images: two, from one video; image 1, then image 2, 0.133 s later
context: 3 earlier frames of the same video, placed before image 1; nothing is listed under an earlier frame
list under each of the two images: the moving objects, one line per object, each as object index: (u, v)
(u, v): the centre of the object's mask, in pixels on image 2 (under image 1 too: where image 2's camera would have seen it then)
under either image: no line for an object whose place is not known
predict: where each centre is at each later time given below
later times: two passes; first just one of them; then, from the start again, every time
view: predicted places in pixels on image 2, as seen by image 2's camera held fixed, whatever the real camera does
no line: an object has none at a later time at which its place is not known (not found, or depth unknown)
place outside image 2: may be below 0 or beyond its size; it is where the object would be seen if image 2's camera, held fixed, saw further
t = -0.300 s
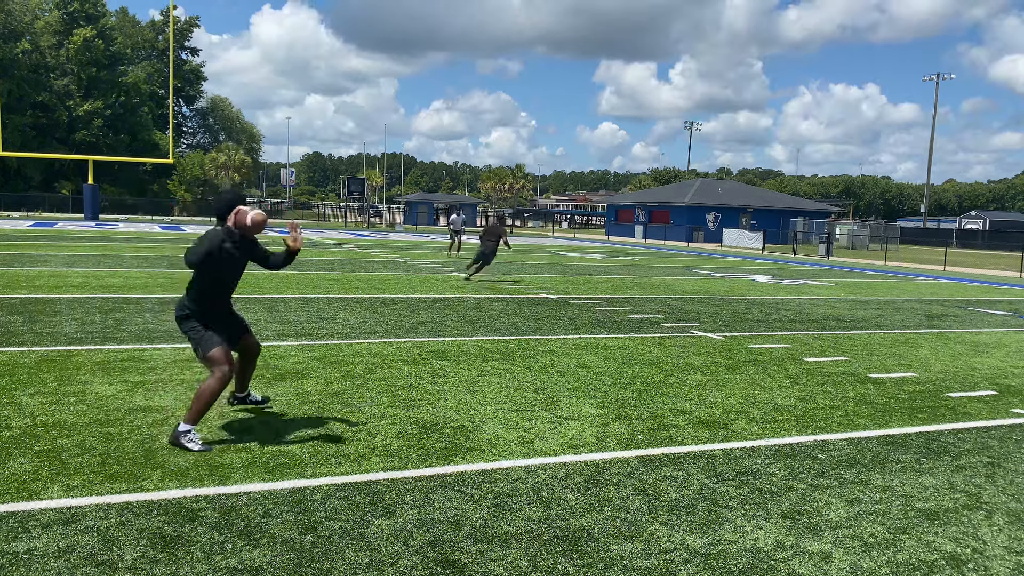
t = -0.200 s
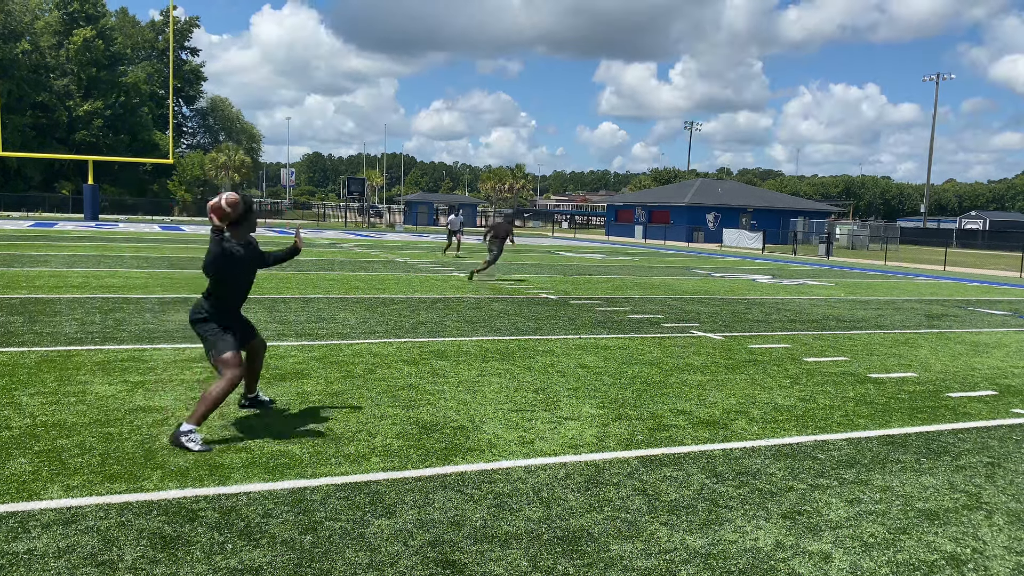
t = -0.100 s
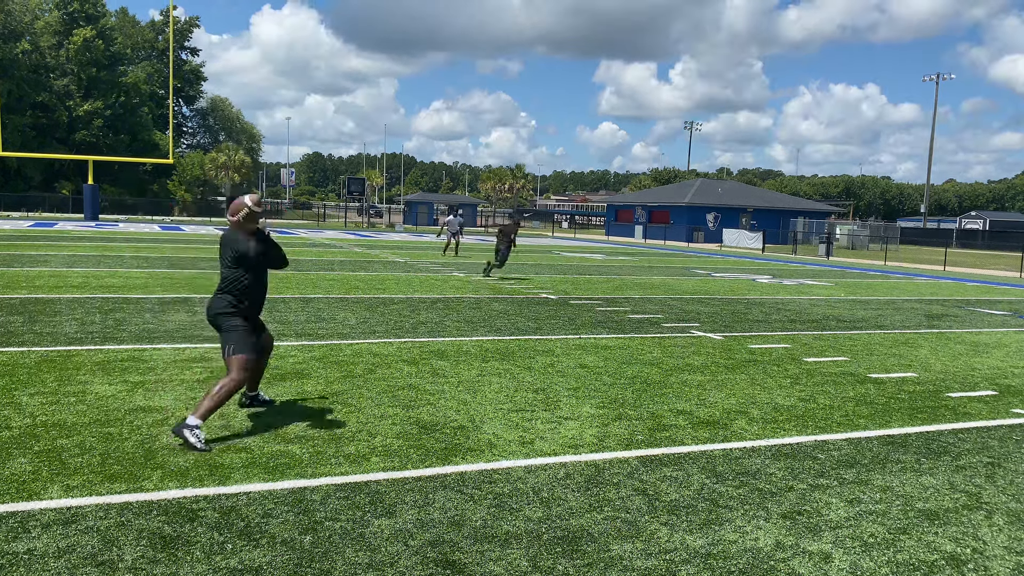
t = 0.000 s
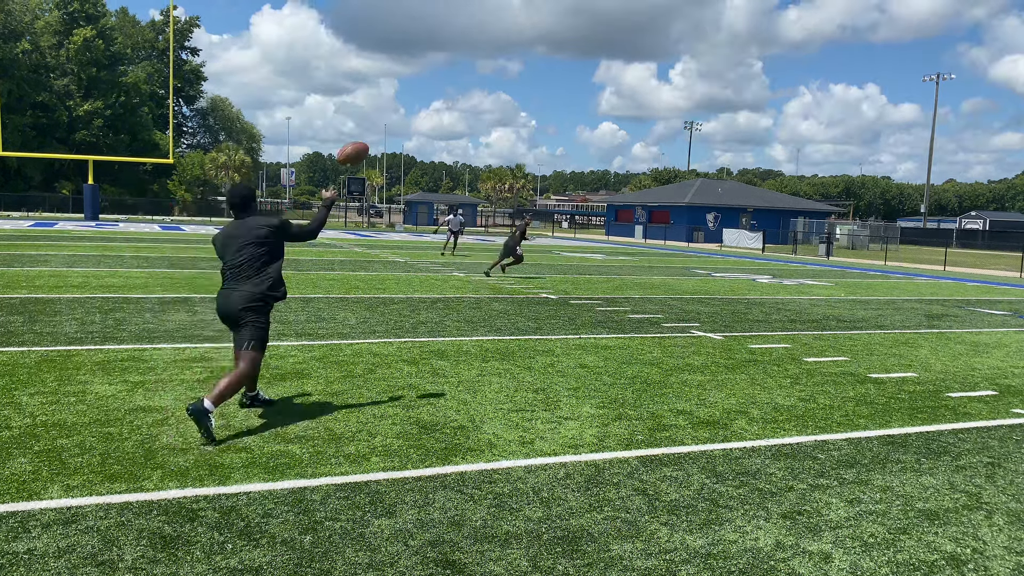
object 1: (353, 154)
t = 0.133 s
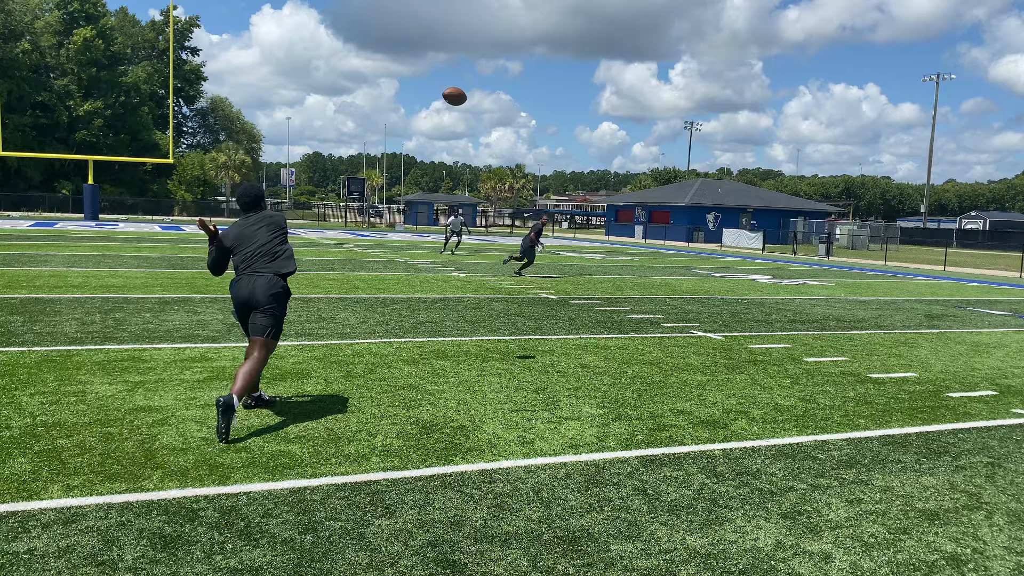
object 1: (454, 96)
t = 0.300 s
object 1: (535, 70)
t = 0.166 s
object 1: (474, 88)
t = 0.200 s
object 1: (491, 81)
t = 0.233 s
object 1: (507, 77)
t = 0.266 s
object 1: (521, 73)
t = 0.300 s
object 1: (535, 70)
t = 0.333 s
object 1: (547, 68)
